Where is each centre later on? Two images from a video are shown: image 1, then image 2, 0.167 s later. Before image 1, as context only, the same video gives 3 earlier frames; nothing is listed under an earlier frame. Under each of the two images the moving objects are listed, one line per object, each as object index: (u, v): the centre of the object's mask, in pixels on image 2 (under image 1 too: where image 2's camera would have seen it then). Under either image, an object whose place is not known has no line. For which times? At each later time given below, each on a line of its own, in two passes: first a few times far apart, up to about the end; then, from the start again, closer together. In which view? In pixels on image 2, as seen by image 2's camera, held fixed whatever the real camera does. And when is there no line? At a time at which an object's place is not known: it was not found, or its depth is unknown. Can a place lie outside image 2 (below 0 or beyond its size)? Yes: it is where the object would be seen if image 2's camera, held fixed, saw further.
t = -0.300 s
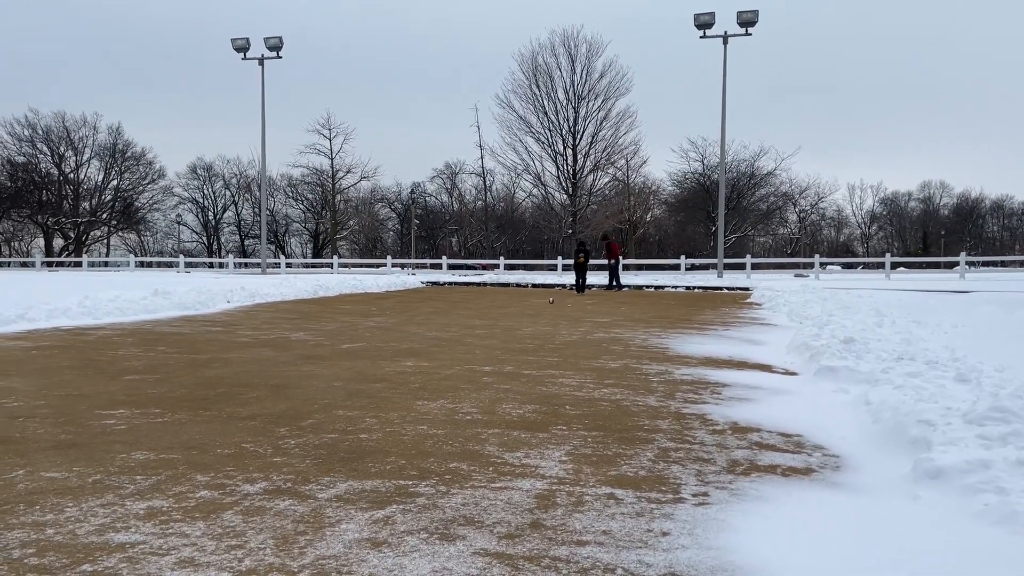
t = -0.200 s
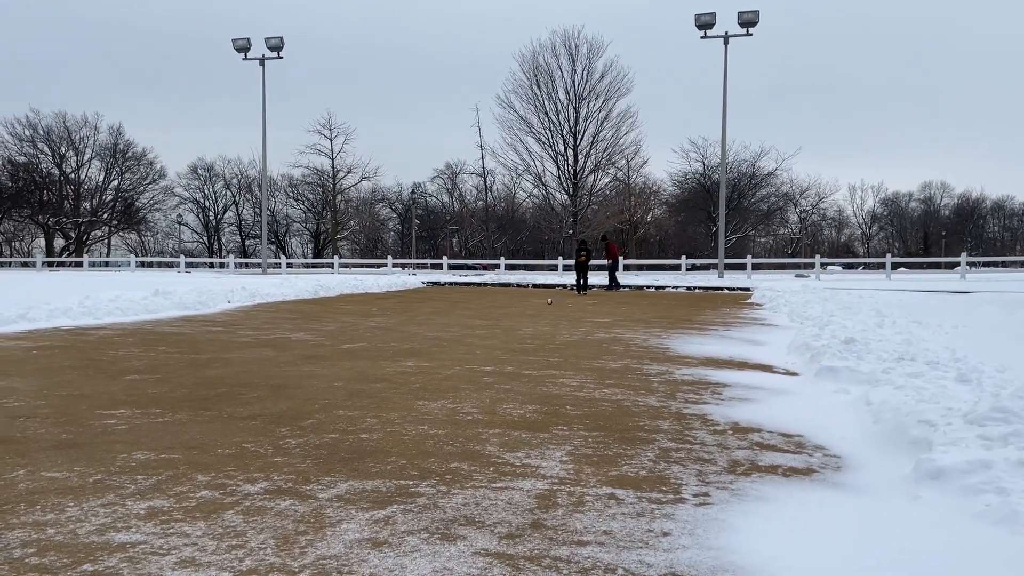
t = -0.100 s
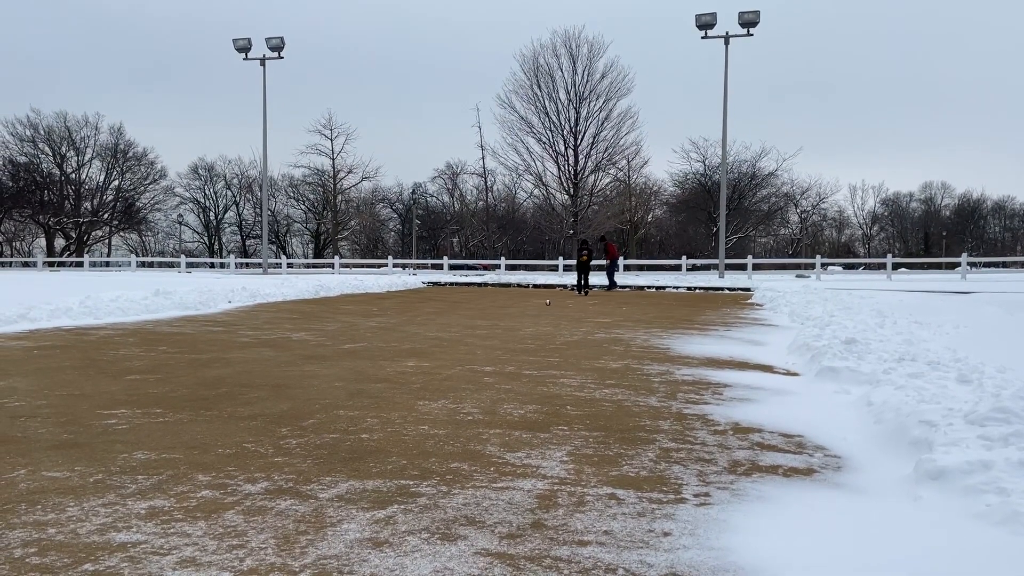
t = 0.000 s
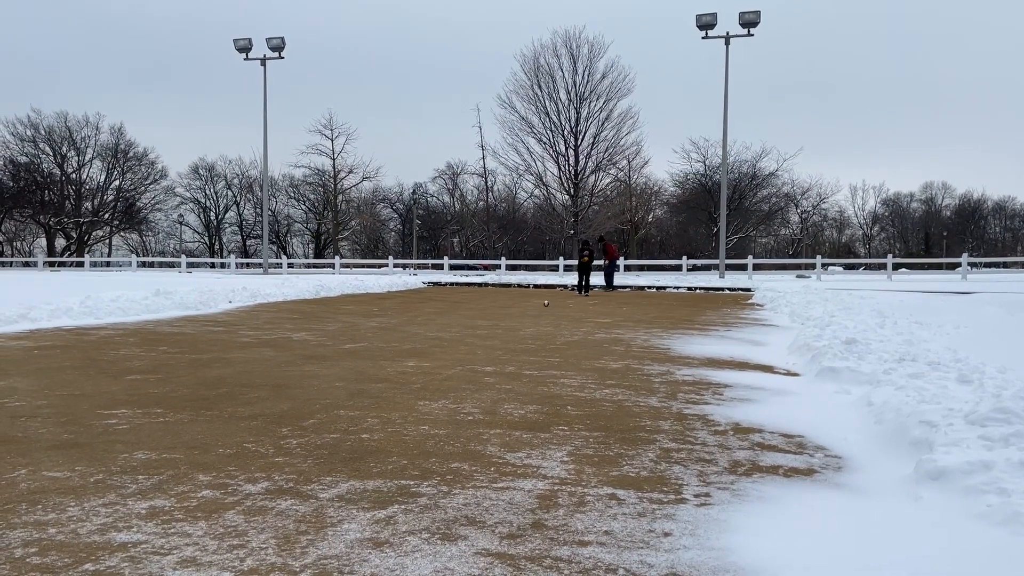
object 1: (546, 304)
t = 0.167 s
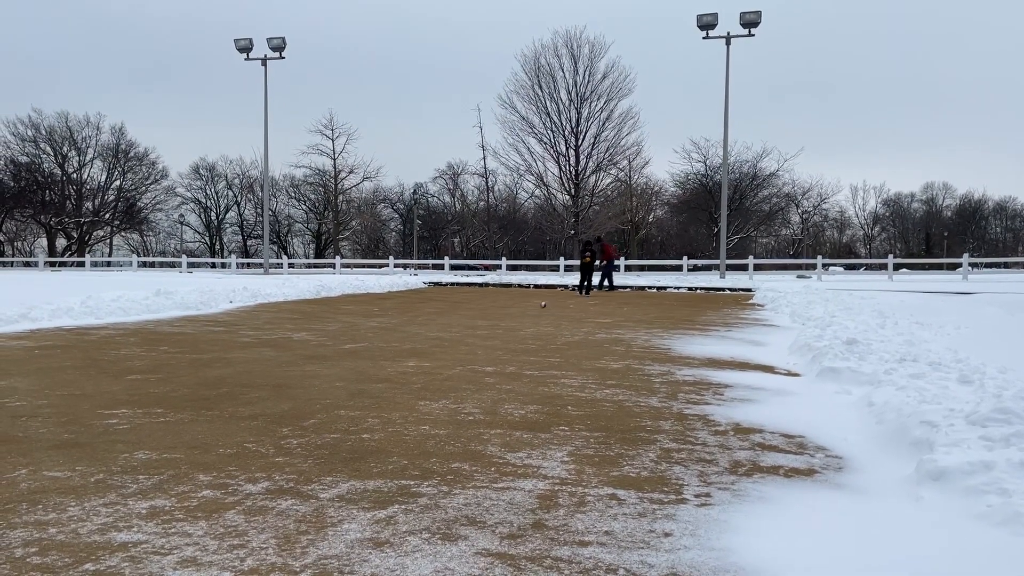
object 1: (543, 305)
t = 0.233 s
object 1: (541, 305)
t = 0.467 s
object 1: (535, 307)
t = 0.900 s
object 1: (522, 311)
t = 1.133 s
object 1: (514, 314)
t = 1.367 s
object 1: (504, 316)
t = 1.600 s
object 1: (494, 318)
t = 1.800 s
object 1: (483, 321)
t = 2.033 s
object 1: (470, 323)
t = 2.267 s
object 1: (455, 326)
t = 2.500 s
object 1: (439, 330)
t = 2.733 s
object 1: (421, 334)
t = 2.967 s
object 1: (401, 339)
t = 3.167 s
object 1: (381, 342)
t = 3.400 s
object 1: (357, 348)
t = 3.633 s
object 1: (329, 354)
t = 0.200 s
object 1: (542, 305)
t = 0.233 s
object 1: (541, 305)
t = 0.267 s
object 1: (540, 306)
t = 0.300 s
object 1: (540, 306)
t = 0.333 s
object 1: (538, 306)
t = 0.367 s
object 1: (538, 307)
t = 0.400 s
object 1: (537, 307)
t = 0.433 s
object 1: (536, 307)
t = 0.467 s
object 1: (535, 307)
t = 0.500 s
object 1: (534, 307)
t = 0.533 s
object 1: (533, 308)
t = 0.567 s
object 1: (532, 308)
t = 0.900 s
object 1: (522, 311)
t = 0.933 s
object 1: (521, 311)
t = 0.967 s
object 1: (520, 312)
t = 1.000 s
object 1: (518, 312)
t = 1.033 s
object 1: (517, 313)
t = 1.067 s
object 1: (516, 313)
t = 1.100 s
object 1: (515, 313)
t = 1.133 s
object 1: (514, 314)
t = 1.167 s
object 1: (512, 314)
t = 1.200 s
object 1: (511, 314)
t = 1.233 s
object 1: (510, 315)
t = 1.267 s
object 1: (508, 315)
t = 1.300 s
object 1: (507, 315)
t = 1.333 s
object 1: (506, 315)
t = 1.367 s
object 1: (504, 316)
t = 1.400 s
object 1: (503, 317)
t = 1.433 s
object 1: (501, 317)
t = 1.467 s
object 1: (500, 317)
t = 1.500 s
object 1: (498, 318)
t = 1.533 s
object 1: (497, 318)
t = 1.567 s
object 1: (495, 318)
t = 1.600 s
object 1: (494, 318)
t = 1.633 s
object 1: (492, 319)
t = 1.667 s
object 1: (490, 319)
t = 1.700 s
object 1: (489, 320)
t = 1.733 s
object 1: (487, 320)
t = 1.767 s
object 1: (485, 320)
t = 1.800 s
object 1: (483, 321)
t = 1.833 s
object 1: (482, 321)
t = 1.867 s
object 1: (480, 321)
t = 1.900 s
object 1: (478, 321)
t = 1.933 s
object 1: (476, 321)
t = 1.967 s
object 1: (474, 322)
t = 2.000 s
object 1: (472, 322)
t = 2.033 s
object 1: (470, 323)
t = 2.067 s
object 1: (468, 323)
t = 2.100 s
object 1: (466, 323)
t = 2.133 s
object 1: (464, 324)
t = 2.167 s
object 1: (462, 324)
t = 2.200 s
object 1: (460, 325)
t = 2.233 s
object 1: (458, 325)
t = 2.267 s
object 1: (455, 326)
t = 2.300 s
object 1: (453, 326)
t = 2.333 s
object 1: (451, 327)
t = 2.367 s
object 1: (449, 327)
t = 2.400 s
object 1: (446, 328)
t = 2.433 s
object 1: (444, 328)
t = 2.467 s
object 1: (441, 329)
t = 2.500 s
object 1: (439, 330)
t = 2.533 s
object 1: (437, 330)
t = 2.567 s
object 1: (434, 331)
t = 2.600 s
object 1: (431, 332)
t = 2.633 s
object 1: (429, 332)
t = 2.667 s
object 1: (426, 333)
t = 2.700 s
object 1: (424, 334)
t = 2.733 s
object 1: (421, 334)
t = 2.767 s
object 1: (418, 335)
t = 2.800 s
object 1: (415, 336)
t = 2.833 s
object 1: (412, 336)
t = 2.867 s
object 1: (409, 337)
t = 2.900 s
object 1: (406, 337)
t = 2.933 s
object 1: (404, 338)
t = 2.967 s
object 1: (401, 339)
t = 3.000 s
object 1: (397, 339)
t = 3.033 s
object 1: (394, 339)
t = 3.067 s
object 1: (391, 340)
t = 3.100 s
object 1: (388, 341)
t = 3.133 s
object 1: (384, 342)
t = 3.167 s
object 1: (381, 342)
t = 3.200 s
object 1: (378, 343)
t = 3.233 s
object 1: (374, 344)
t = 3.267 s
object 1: (371, 345)
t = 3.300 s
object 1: (367, 346)
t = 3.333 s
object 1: (364, 346)
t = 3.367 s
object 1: (360, 347)
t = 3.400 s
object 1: (357, 348)
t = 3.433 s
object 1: (353, 349)
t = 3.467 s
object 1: (349, 349)
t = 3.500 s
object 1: (345, 350)
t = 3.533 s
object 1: (341, 351)
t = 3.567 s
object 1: (338, 352)
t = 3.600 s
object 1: (334, 353)
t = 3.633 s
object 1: (329, 354)
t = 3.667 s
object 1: (325, 355)
